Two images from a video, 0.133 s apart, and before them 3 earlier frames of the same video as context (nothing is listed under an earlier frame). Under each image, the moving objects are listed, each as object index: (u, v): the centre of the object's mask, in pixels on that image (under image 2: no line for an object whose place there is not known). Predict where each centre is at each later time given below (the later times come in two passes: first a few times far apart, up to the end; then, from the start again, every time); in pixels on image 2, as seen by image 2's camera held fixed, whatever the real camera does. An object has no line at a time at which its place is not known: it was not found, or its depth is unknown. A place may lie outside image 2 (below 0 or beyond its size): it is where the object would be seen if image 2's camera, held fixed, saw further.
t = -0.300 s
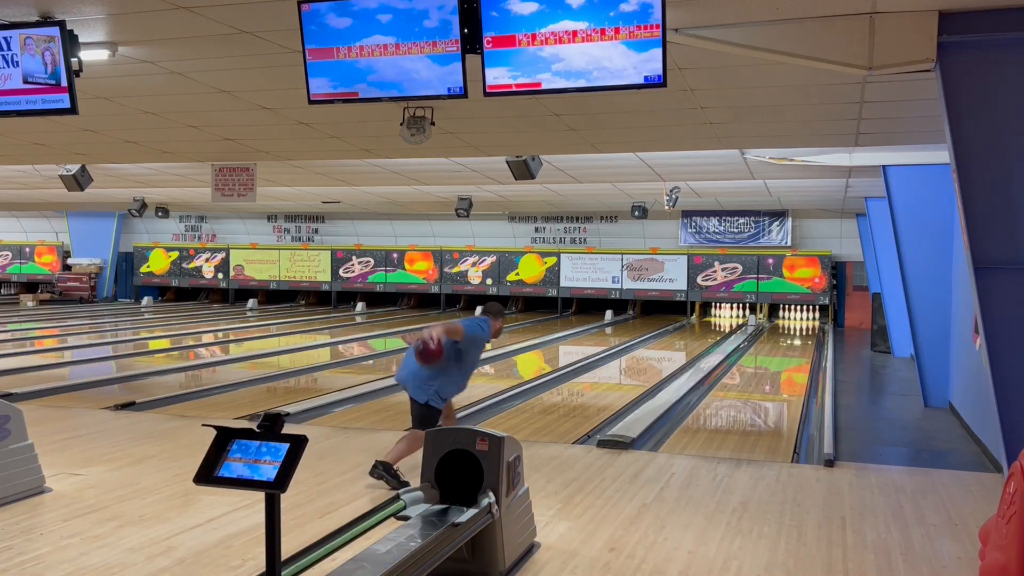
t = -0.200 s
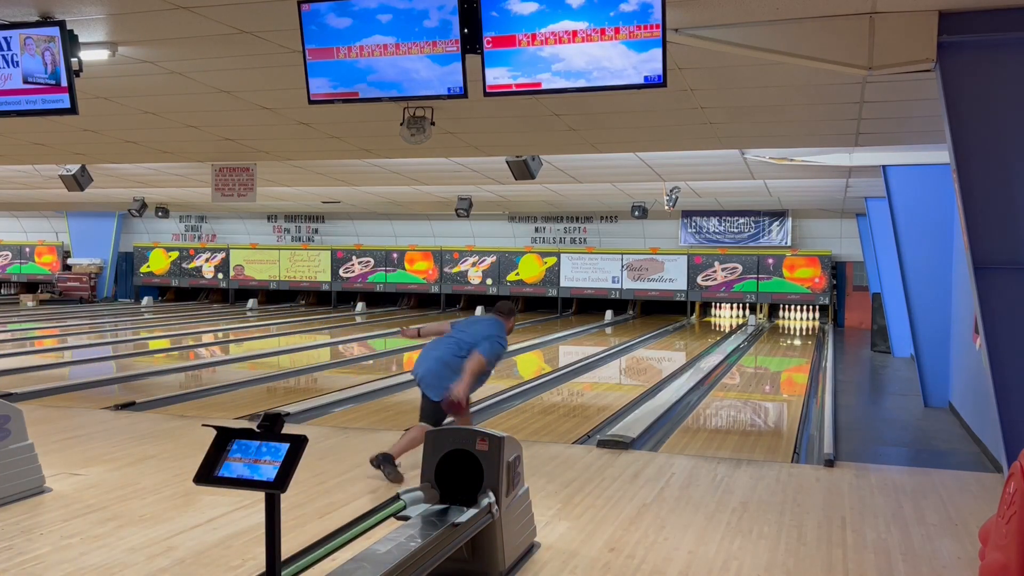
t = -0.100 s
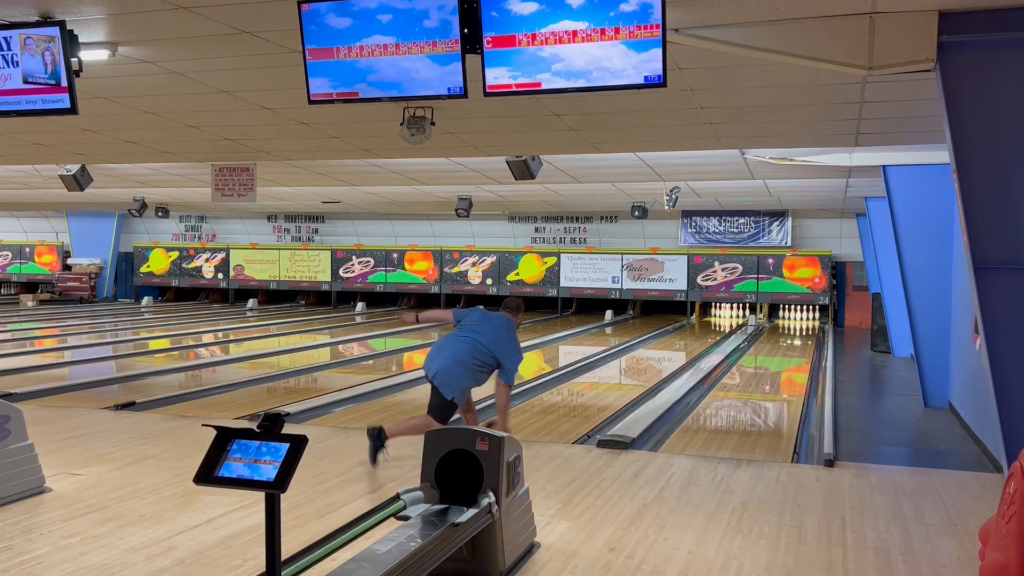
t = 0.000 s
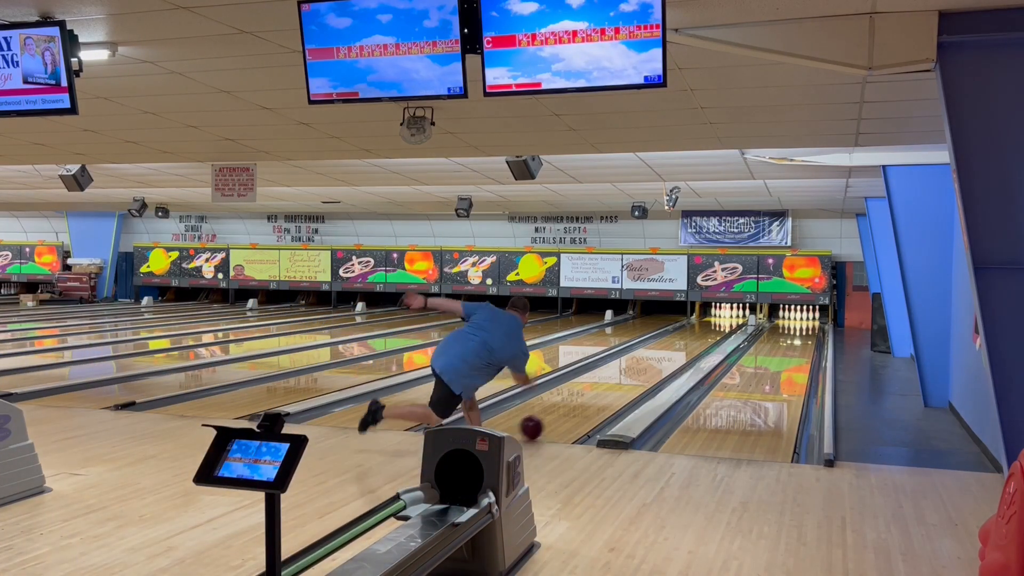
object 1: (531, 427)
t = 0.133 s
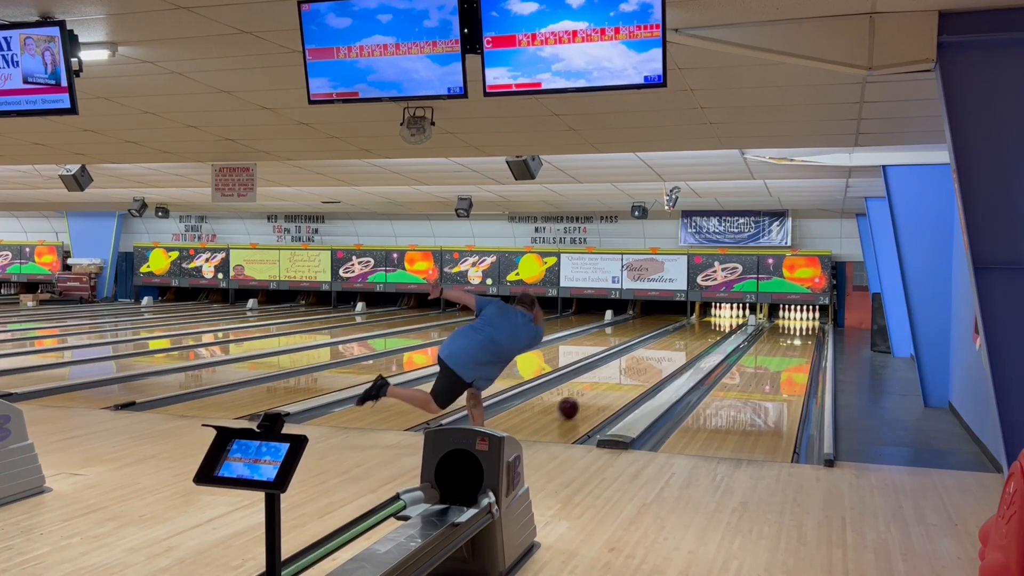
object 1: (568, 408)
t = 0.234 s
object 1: (591, 396)
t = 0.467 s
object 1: (631, 375)
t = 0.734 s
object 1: (664, 358)
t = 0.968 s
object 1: (685, 347)
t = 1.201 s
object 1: (701, 339)
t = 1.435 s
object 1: (713, 332)
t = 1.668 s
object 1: (721, 325)
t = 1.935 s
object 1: (728, 319)
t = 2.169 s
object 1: (729, 317)
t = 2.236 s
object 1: (729, 315)
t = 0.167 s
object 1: (576, 404)
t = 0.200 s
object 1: (583, 400)
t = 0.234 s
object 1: (591, 396)
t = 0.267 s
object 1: (598, 393)
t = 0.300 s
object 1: (603, 389)
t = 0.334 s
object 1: (610, 386)
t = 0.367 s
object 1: (616, 383)
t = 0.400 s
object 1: (621, 380)
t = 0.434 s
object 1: (626, 378)
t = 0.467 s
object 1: (631, 375)
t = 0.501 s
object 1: (636, 373)
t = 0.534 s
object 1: (640, 370)
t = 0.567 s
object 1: (645, 368)
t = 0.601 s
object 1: (649, 366)
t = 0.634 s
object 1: (653, 364)
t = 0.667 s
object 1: (657, 362)
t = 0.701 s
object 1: (661, 360)
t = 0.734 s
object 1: (664, 358)
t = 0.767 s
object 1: (668, 357)
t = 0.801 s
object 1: (671, 355)
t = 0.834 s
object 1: (674, 353)
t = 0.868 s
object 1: (677, 352)
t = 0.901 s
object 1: (680, 350)
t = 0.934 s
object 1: (682, 349)
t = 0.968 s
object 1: (685, 347)
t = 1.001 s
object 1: (687, 346)
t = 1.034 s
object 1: (690, 345)
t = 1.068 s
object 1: (693, 343)
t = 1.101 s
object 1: (695, 342)
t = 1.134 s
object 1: (697, 341)
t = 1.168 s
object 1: (699, 340)
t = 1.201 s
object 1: (701, 339)
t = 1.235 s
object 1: (703, 338)
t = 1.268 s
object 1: (704, 337)
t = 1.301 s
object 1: (706, 336)
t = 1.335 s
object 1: (708, 335)
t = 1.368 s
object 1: (710, 334)
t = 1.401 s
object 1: (712, 333)
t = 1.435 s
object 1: (713, 332)
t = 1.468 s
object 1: (715, 330)
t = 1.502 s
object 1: (715, 329)
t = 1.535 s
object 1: (717, 328)
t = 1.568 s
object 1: (718, 328)
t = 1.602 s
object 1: (719, 327)
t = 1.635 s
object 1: (719, 326)
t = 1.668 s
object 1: (721, 325)
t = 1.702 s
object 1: (722, 325)
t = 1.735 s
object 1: (723, 324)
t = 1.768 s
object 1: (724, 324)
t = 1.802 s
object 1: (726, 323)
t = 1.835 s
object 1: (726, 323)
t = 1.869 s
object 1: (726, 322)
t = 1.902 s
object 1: (727, 321)
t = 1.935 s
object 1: (728, 319)
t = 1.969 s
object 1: (728, 320)
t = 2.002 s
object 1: (728, 319)
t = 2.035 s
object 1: (729, 319)
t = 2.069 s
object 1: (729, 318)
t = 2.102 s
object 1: (729, 318)
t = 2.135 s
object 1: (729, 317)
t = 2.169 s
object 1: (729, 317)
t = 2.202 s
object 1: (729, 316)
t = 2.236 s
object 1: (729, 315)
